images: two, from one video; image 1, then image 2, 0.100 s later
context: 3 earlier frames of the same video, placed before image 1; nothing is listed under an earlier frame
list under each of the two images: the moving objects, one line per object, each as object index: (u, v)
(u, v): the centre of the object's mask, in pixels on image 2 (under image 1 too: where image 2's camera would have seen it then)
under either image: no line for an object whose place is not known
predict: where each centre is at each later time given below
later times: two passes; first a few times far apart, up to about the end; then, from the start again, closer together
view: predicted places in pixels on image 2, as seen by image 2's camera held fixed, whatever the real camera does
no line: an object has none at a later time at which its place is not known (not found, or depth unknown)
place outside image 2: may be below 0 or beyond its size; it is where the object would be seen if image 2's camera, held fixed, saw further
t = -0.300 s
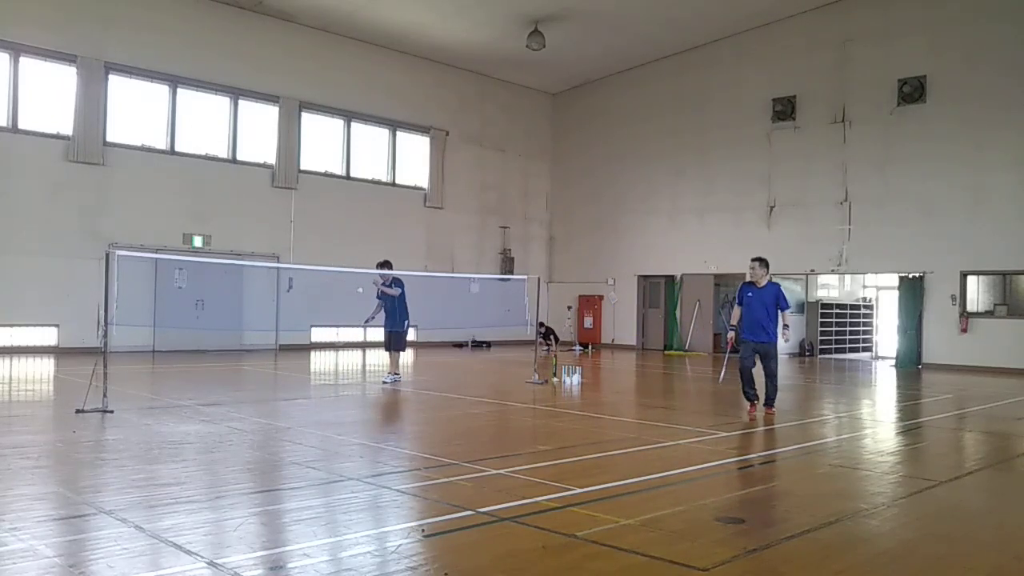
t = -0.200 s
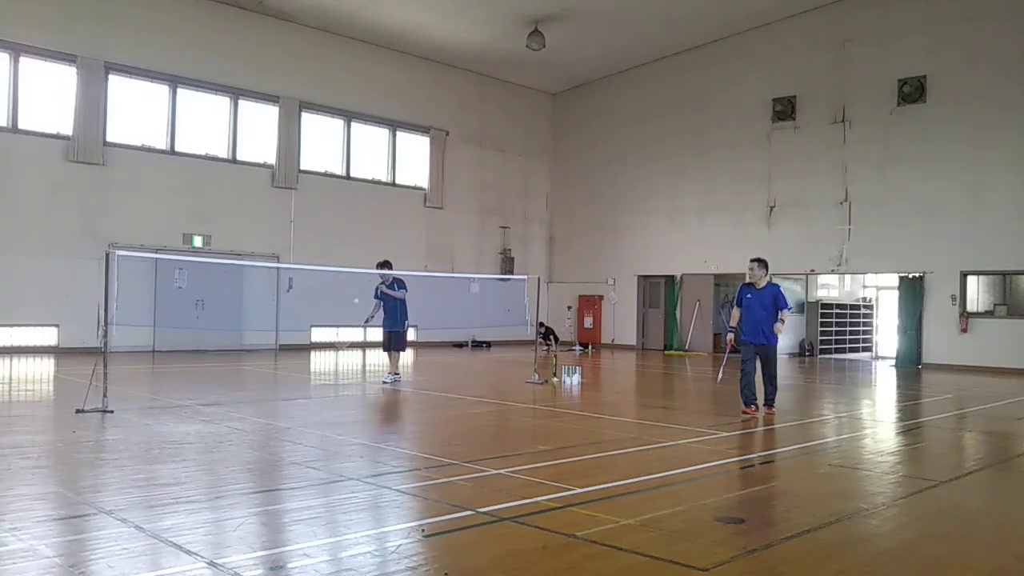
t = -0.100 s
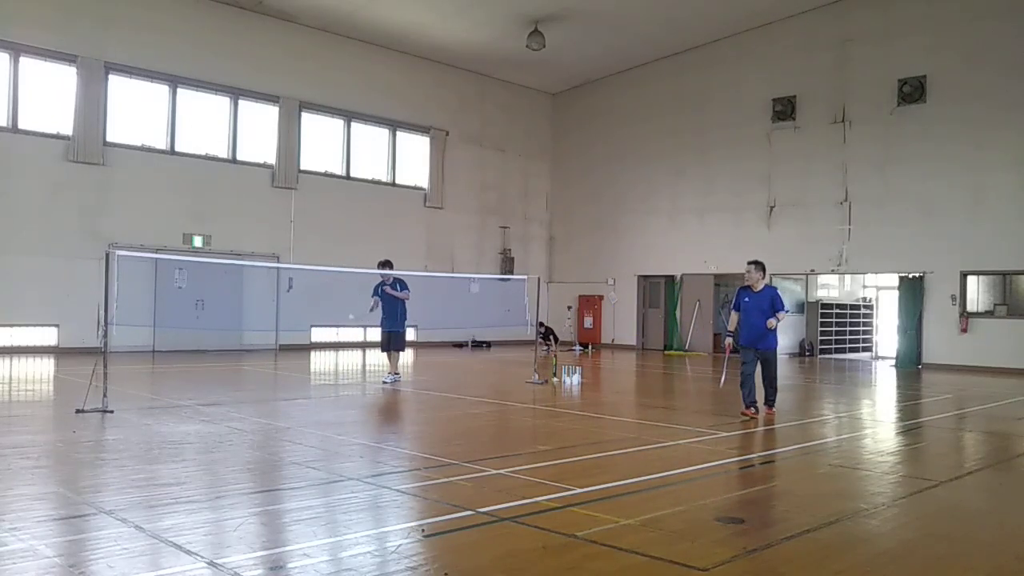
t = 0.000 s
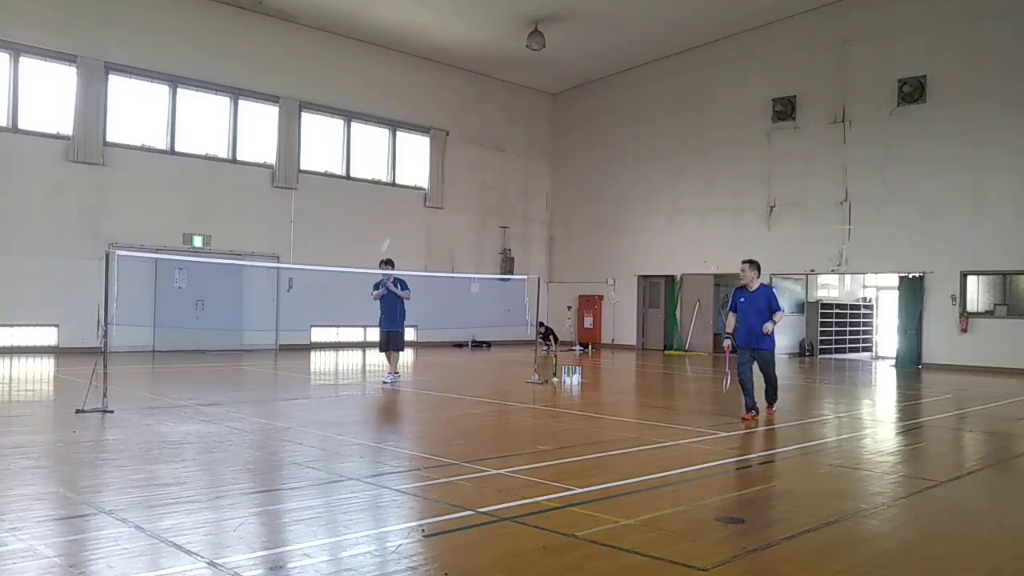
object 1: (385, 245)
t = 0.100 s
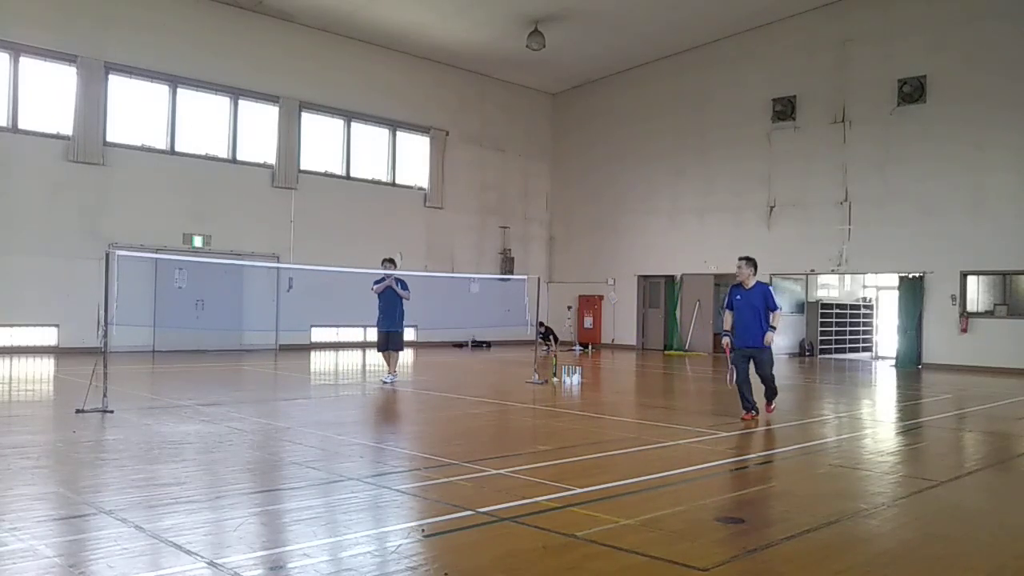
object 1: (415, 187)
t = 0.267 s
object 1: (463, 108)
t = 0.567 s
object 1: (535, 43)
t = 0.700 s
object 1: (565, 39)
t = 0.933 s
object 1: (614, 76)
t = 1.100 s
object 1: (645, 135)
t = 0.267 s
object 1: (463, 108)
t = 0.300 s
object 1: (471, 97)
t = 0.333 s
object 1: (480, 86)
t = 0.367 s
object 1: (488, 77)
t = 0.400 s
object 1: (496, 69)
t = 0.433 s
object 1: (504, 62)
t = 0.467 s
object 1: (512, 55)
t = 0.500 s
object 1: (520, 50)
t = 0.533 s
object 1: (528, 46)
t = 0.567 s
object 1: (535, 43)
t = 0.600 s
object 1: (543, 40)
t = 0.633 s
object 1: (551, 39)
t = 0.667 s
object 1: (558, 38)
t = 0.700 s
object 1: (565, 39)
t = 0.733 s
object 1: (573, 41)
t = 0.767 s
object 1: (580, 44)
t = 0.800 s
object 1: (587, 48)
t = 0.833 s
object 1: (594, 53)
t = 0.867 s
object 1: (601, 59)
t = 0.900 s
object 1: (608, 67)
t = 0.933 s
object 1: (614, 76)
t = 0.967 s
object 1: (621, 86)
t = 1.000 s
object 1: (627, 97)
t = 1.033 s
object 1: (633, 108)
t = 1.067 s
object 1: (639, 121)
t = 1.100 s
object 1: (645, 135)
